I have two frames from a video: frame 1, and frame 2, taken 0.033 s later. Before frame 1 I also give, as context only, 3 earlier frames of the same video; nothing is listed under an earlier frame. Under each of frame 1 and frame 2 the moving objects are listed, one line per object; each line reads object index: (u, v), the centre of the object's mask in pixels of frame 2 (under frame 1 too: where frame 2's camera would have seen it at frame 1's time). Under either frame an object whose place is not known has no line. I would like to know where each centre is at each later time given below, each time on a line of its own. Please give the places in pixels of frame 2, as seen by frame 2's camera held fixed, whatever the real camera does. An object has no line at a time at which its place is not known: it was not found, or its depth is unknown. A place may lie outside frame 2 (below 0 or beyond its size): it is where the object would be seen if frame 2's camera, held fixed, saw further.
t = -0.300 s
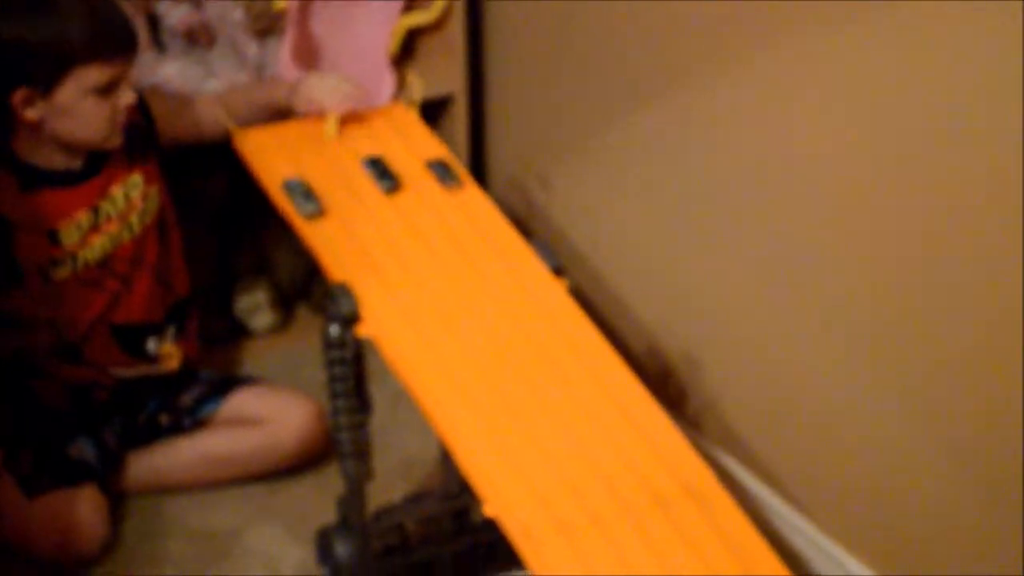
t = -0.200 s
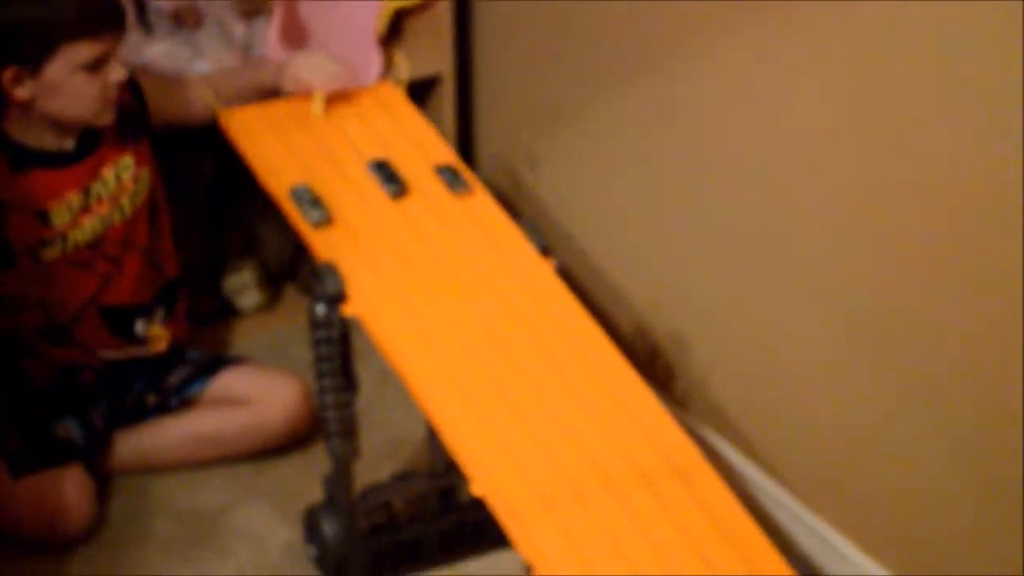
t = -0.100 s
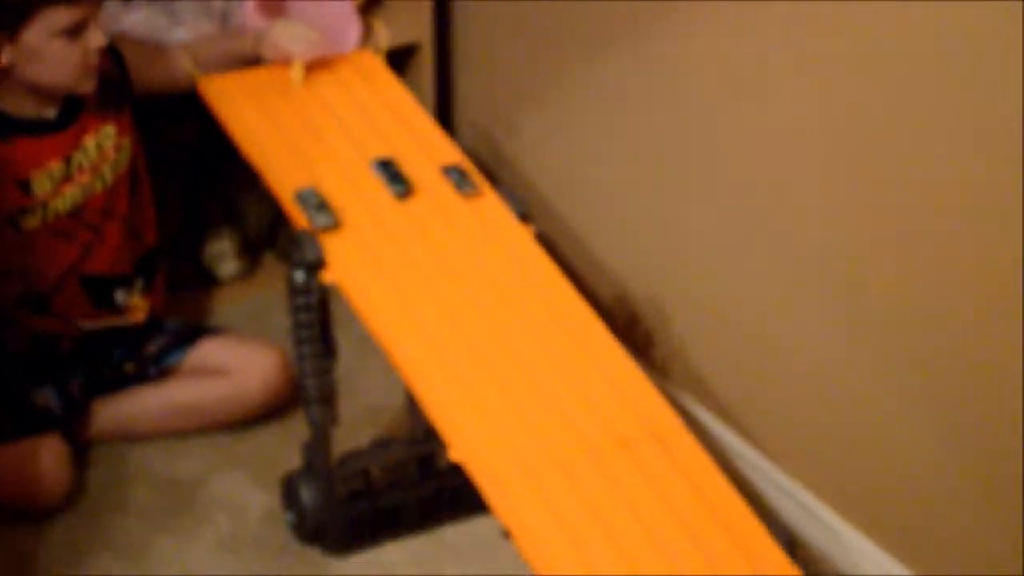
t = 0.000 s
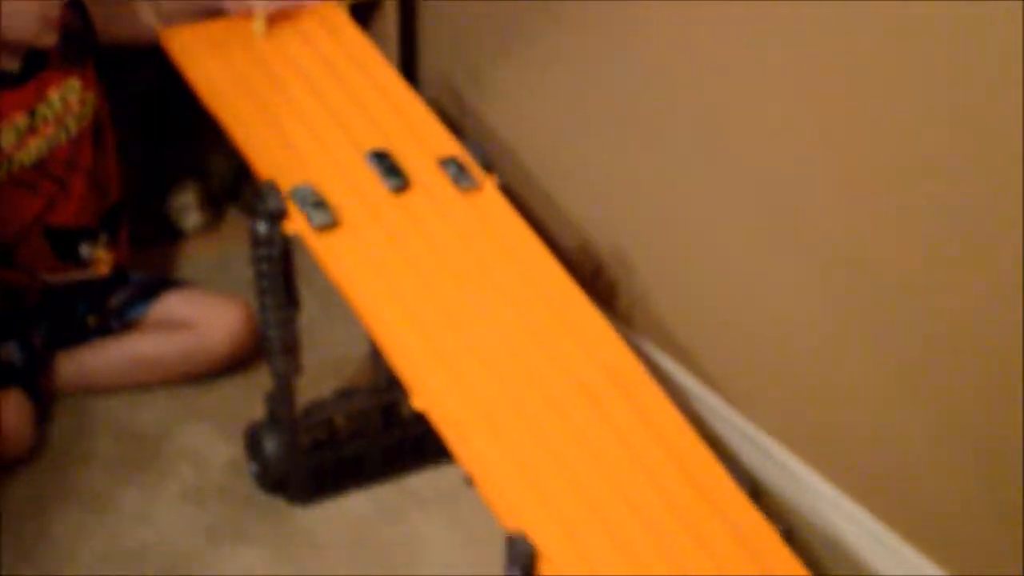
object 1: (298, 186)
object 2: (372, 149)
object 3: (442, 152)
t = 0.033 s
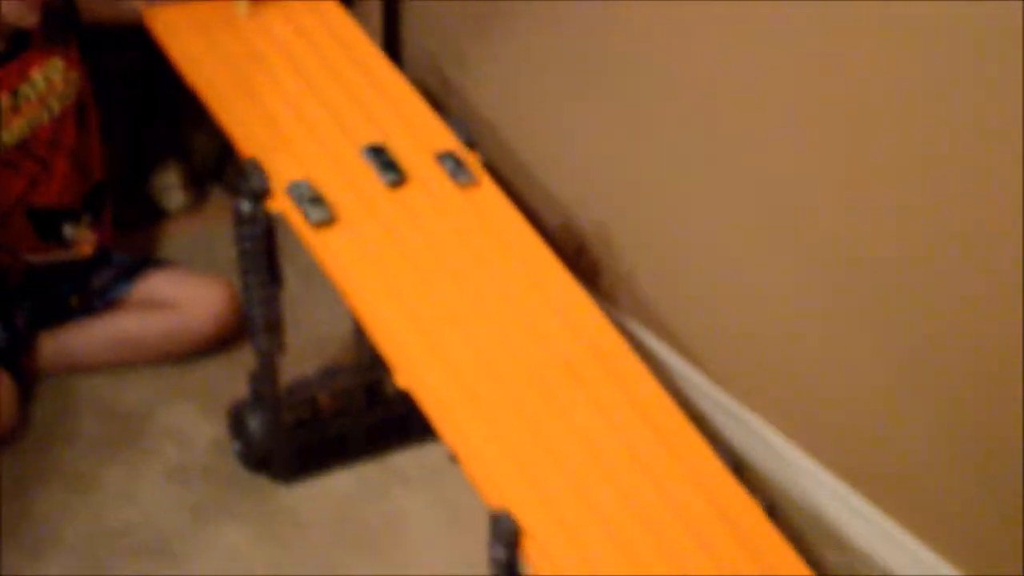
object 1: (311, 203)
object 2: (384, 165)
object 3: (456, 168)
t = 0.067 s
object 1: (324, 221)
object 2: (397, 181)
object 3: (471, 185)
